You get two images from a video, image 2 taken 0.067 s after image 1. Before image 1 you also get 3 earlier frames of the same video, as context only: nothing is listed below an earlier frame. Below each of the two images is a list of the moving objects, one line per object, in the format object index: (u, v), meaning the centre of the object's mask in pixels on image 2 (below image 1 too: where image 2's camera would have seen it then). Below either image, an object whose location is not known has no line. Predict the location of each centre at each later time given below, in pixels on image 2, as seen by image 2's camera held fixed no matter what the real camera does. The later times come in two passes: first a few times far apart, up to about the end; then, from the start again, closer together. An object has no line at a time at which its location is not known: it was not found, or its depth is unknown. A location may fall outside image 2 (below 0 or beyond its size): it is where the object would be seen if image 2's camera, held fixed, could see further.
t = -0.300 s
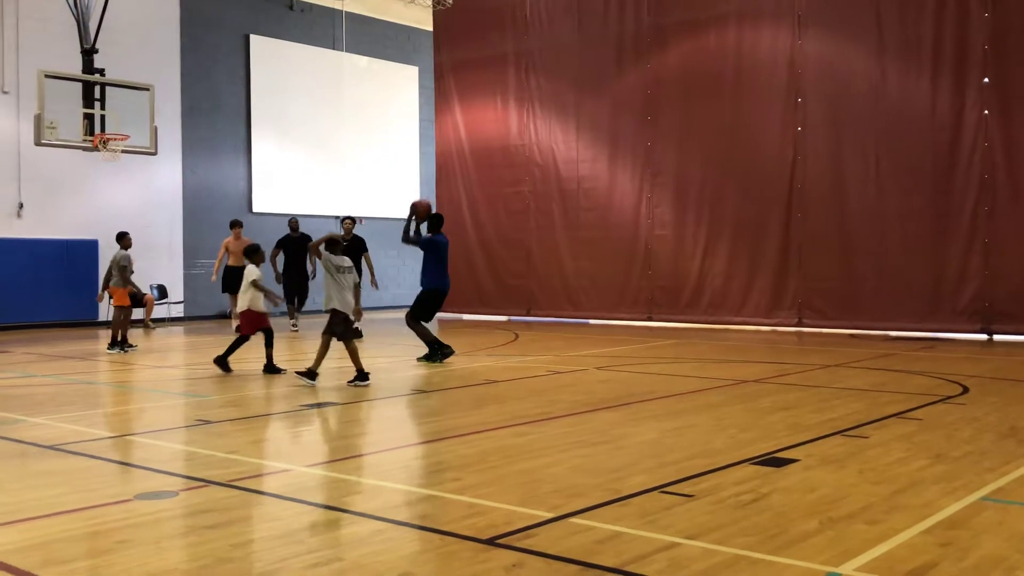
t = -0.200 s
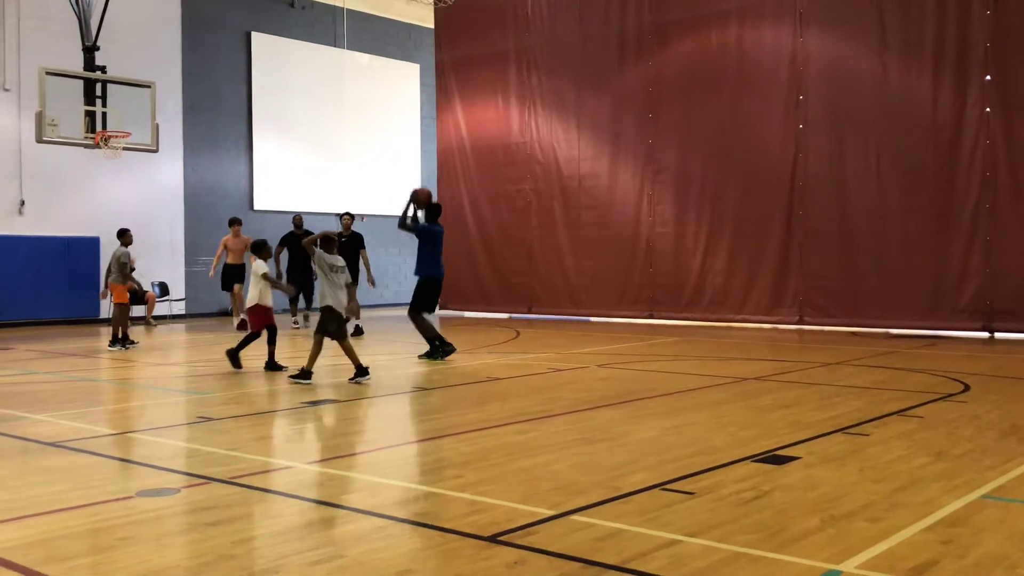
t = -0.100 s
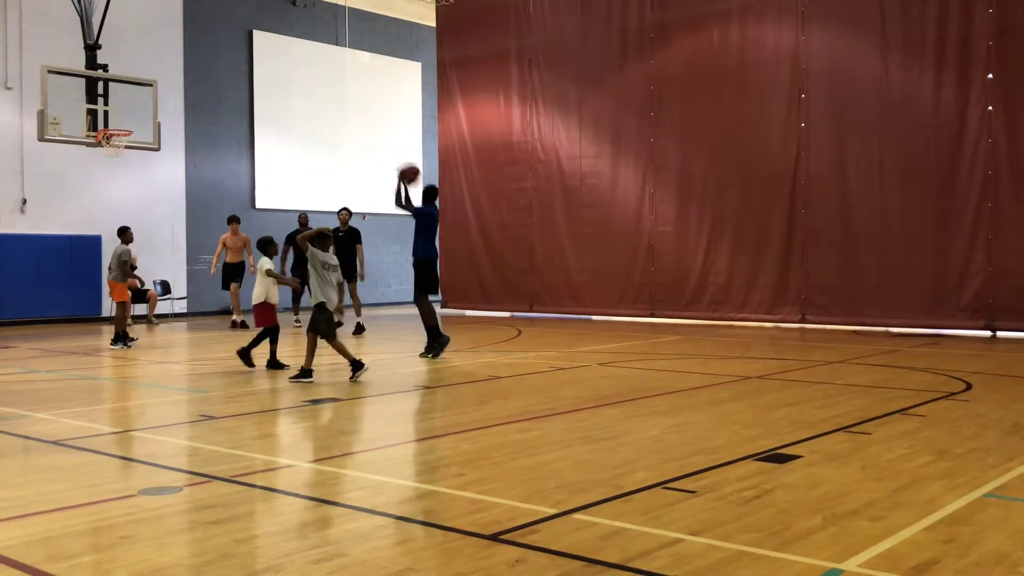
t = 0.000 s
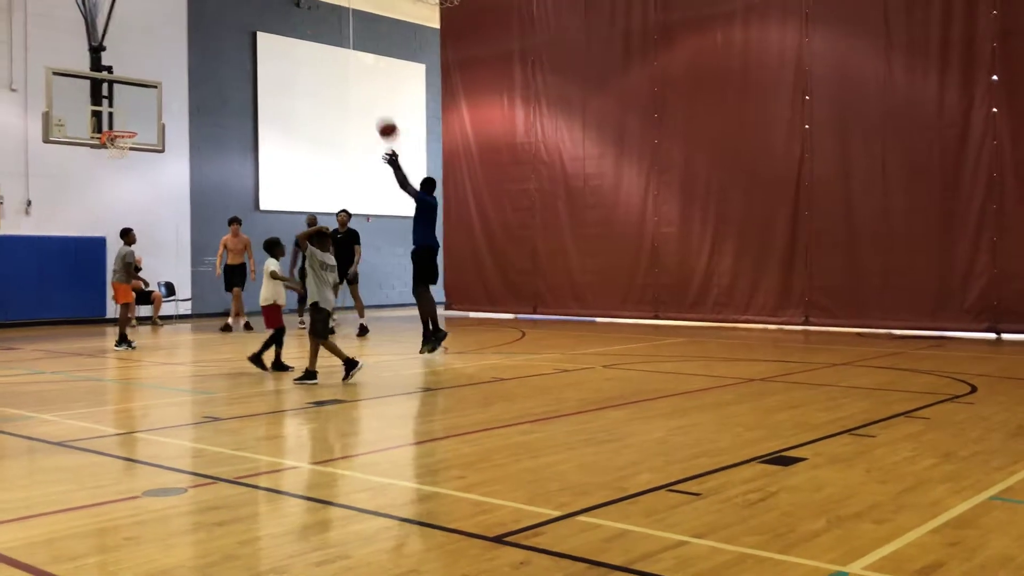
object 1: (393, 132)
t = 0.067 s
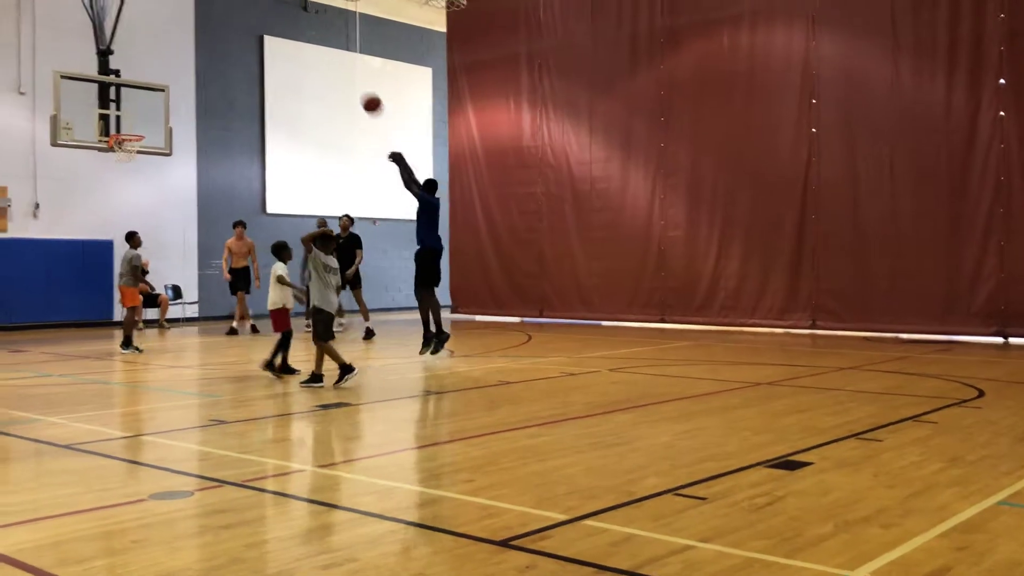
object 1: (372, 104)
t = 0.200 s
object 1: (331, 59)
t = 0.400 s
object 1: (276, 22)
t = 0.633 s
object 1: (220, 22)
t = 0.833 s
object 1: (174, 51)
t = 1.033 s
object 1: (133, 104)
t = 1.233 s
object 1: (102, 106)
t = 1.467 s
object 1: (107, 80)
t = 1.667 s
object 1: (112, 88)
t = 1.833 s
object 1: (116, 114)
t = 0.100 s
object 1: (361, 91)
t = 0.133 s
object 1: (351, 80)
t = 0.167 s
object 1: (341, 69)
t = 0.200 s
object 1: (331, 59)
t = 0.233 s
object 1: (321, 51)
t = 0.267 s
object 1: (312, 43)
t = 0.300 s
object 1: (303, 36)
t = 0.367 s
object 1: (285, 26)
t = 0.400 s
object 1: (276, 22)
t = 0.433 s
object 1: (268, 20)
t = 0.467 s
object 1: (261, 18)
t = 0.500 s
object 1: (251, 17)
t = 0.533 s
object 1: (243, 16)
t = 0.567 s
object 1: (234, 17)
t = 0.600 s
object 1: (227, 19)
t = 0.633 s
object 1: (220, 22)
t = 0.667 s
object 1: (212, 25)
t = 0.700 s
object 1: (203, 28)
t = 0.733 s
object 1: (195, 33)
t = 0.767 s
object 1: (187, 38)
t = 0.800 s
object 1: (181, 44)
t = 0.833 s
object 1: (174, 51)
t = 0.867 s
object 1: (166, 58)
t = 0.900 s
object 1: (159, 65)
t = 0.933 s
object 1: (152, 74)
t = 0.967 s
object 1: (146, 82)
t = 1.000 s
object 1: (140, 93)
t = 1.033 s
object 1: (133, 104)
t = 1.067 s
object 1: (127, 114)
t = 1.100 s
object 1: (119, 124)
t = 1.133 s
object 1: (116, 124)
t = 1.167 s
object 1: (111, 117)
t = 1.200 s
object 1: (106, 110)
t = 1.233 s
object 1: (102, 106)
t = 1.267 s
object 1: (102, 100)
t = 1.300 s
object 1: (103, 95)
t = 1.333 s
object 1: (104, 90)
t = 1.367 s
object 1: (105, 87)
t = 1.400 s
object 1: (105, 85)
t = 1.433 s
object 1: (106, 82)
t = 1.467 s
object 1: (107, 80)
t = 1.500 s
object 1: (107, 80)
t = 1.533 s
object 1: (107, 80)
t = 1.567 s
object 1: (108, 81)
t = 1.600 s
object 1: (109, 82)
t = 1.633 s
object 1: (111, 84)
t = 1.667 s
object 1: (112, 88)
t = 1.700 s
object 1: (113, 91)
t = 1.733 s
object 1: (114, 96)
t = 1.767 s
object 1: (114, 101)
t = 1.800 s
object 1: (115, 108)
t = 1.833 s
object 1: (116, 114)
